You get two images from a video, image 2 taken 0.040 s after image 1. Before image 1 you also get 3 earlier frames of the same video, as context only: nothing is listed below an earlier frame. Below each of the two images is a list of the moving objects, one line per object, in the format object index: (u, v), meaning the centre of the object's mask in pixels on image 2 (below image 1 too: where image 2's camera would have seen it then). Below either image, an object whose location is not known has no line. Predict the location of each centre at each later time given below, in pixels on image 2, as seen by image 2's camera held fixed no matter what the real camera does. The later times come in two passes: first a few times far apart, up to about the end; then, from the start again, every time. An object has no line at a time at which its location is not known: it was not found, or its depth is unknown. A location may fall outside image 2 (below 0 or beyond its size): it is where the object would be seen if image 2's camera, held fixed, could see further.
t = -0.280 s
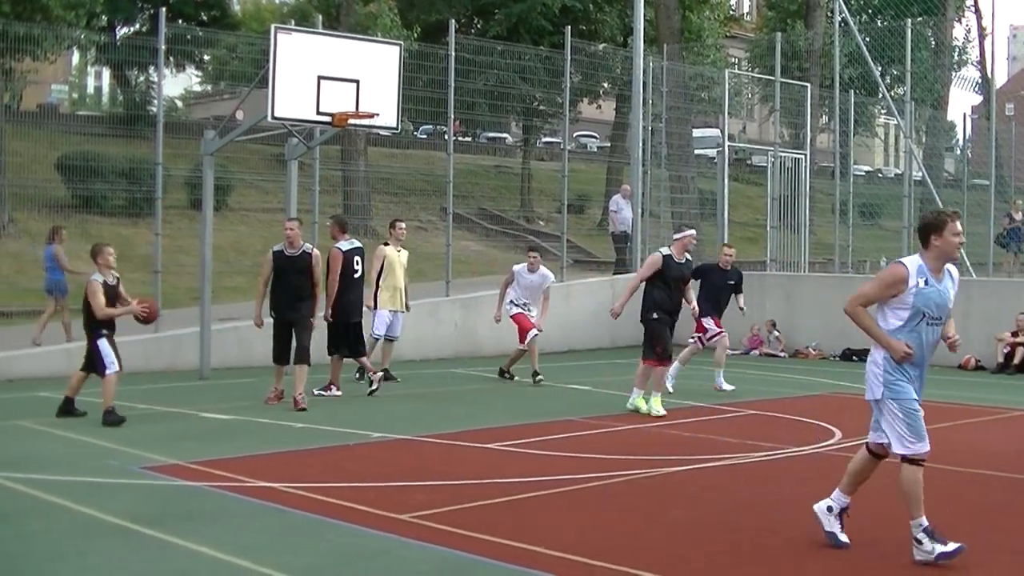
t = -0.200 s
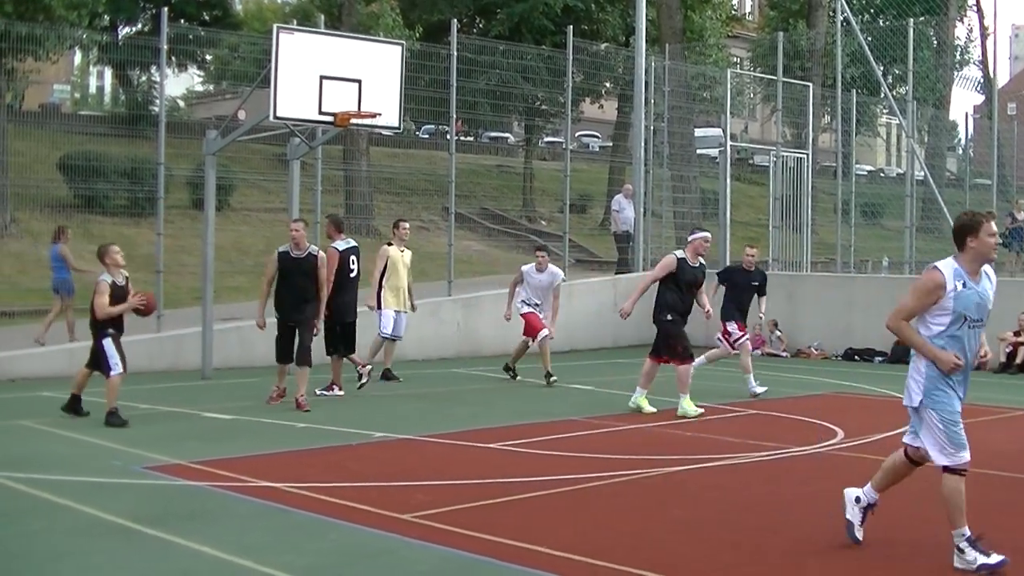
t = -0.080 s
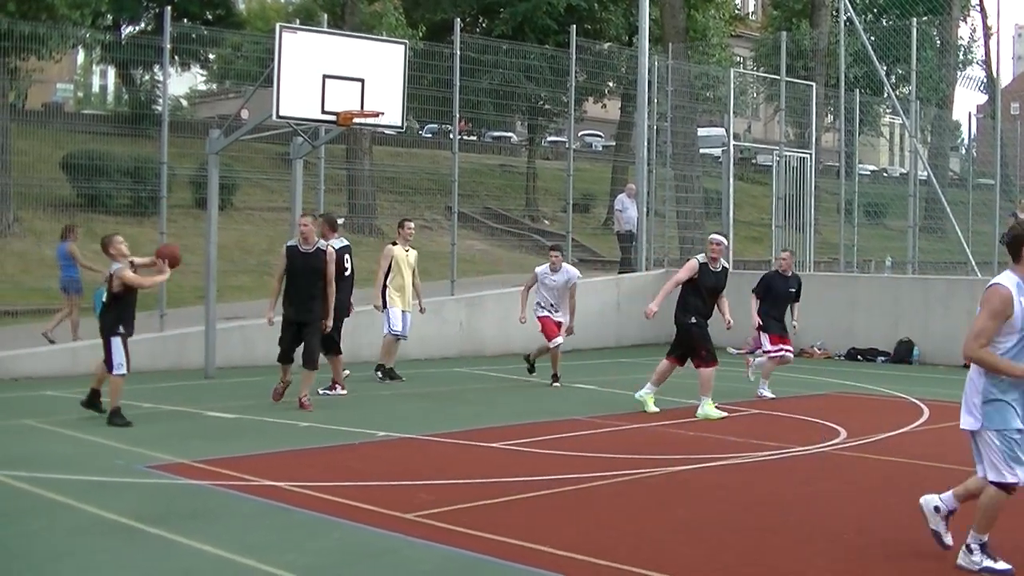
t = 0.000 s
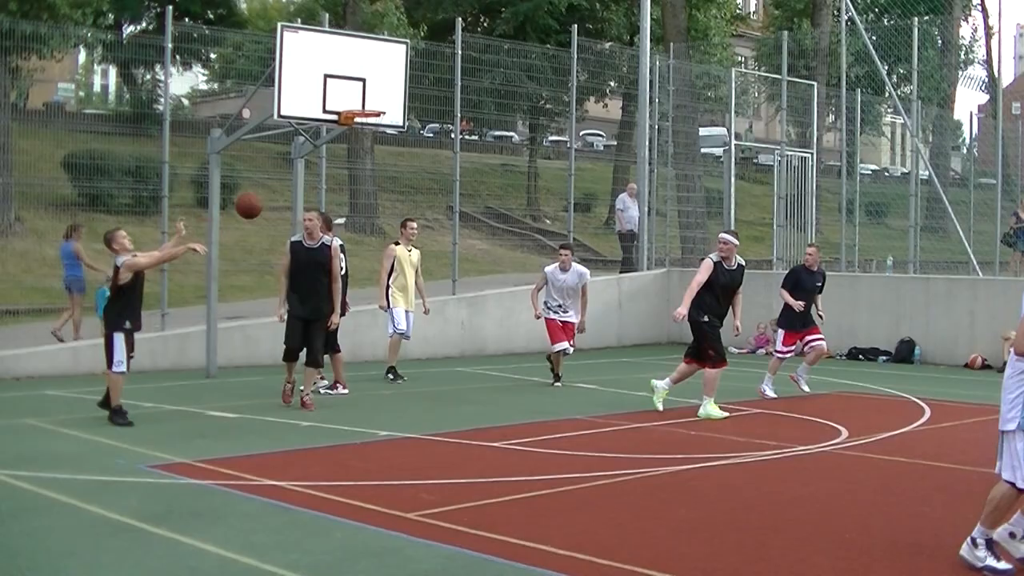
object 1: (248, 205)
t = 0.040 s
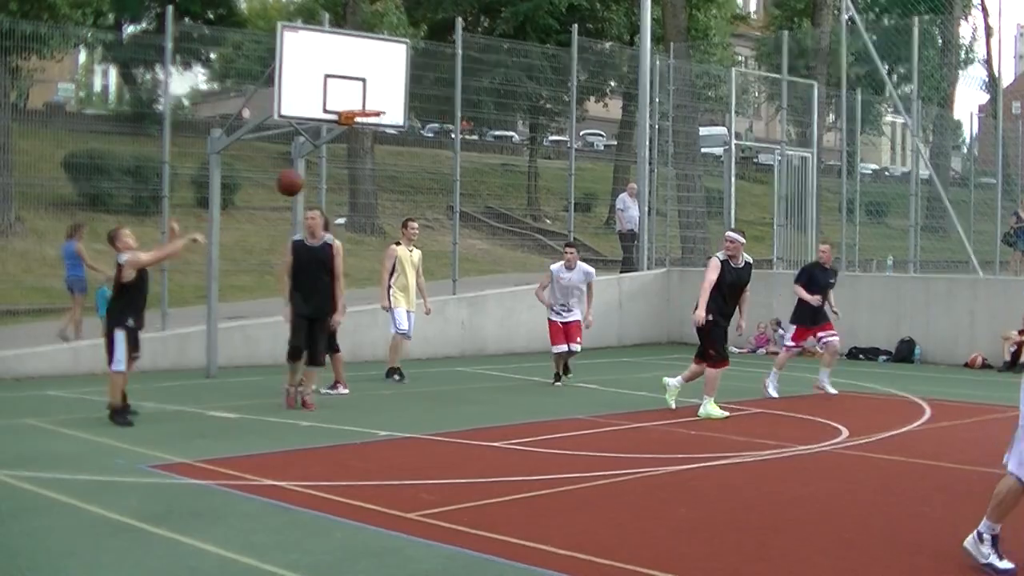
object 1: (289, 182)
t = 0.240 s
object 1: (494, 98)
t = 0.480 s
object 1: (732, 56)
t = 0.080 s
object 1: (330, 163)
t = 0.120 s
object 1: (371, 143)
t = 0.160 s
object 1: (411, 126)
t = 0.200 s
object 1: (453, 110)
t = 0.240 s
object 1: (494, 98)
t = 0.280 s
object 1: (534, 86)
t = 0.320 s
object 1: (575, 77)
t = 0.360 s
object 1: (615, 68)
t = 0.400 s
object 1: (654, 63)
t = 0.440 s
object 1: (693, 58)
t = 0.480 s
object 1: (732, 56)
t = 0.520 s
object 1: (770, 55)
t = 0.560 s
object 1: (810, 55)
